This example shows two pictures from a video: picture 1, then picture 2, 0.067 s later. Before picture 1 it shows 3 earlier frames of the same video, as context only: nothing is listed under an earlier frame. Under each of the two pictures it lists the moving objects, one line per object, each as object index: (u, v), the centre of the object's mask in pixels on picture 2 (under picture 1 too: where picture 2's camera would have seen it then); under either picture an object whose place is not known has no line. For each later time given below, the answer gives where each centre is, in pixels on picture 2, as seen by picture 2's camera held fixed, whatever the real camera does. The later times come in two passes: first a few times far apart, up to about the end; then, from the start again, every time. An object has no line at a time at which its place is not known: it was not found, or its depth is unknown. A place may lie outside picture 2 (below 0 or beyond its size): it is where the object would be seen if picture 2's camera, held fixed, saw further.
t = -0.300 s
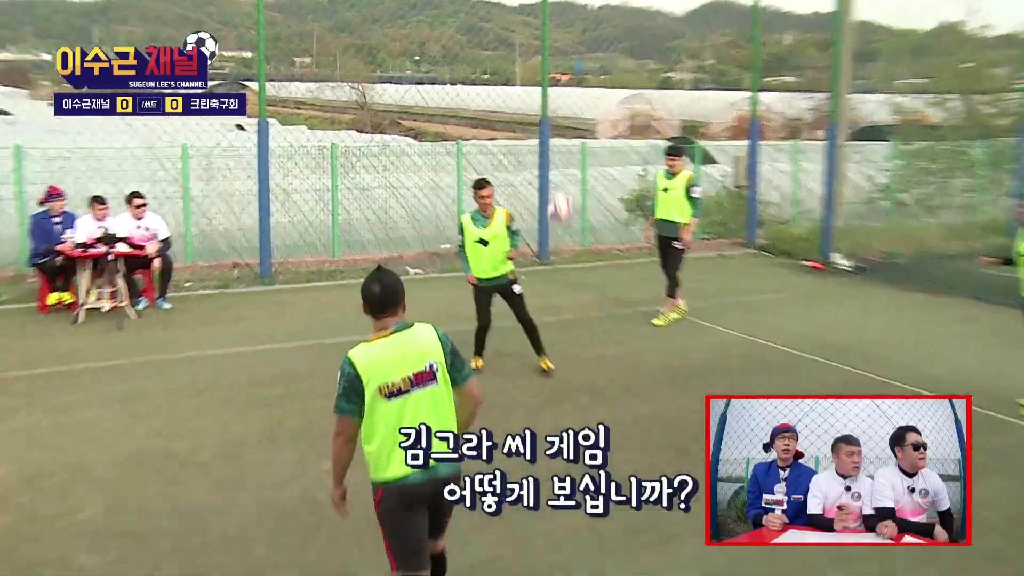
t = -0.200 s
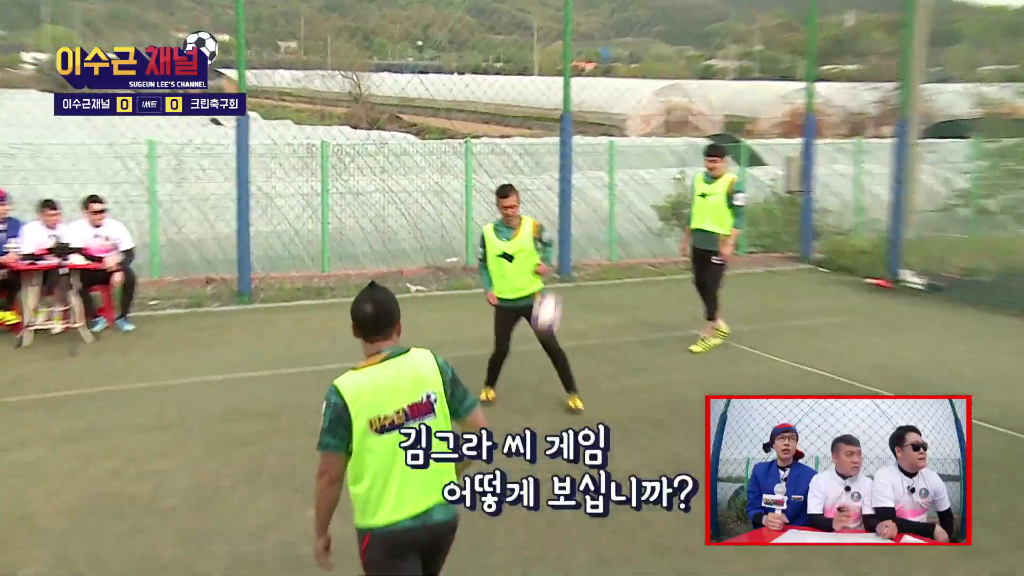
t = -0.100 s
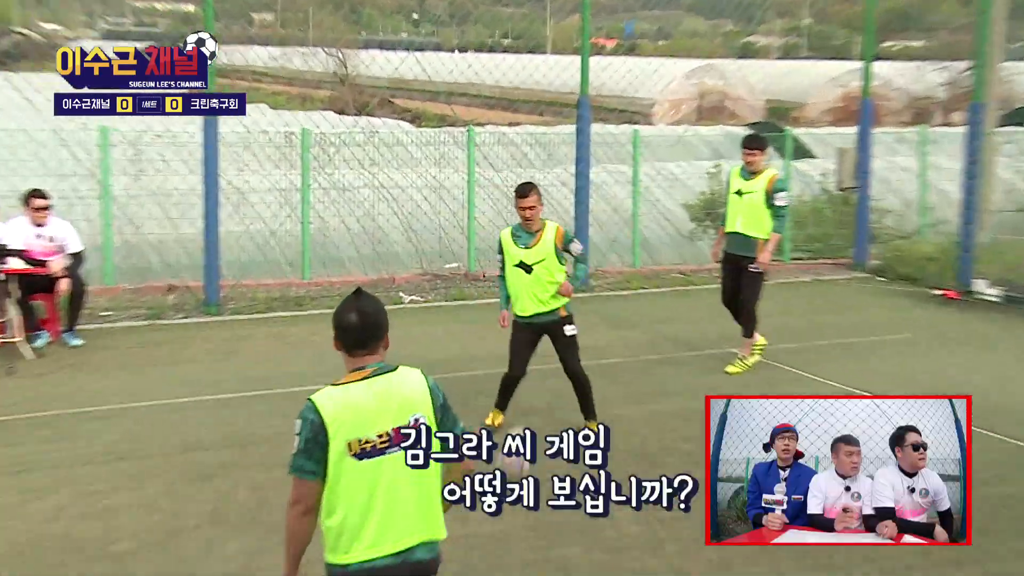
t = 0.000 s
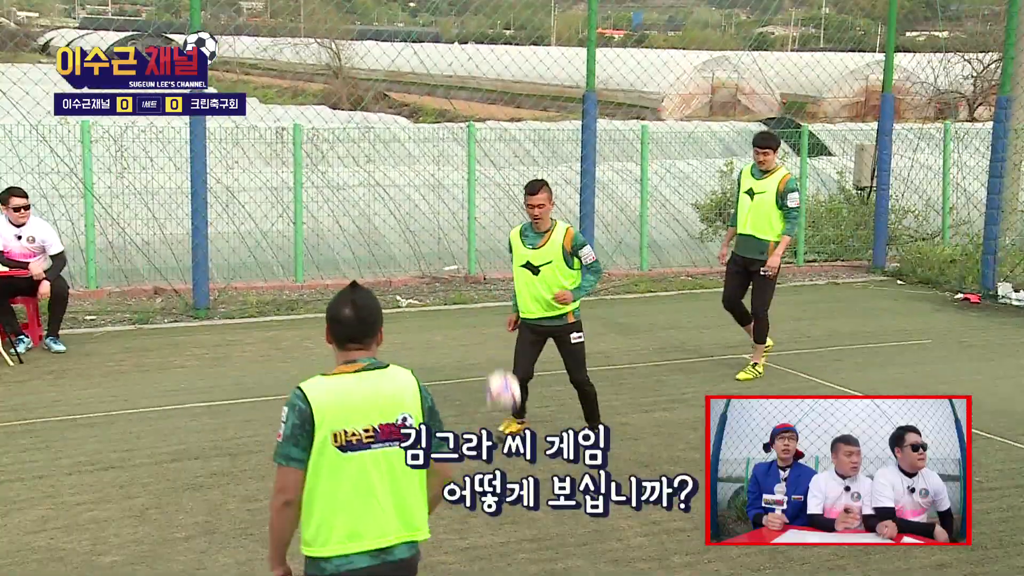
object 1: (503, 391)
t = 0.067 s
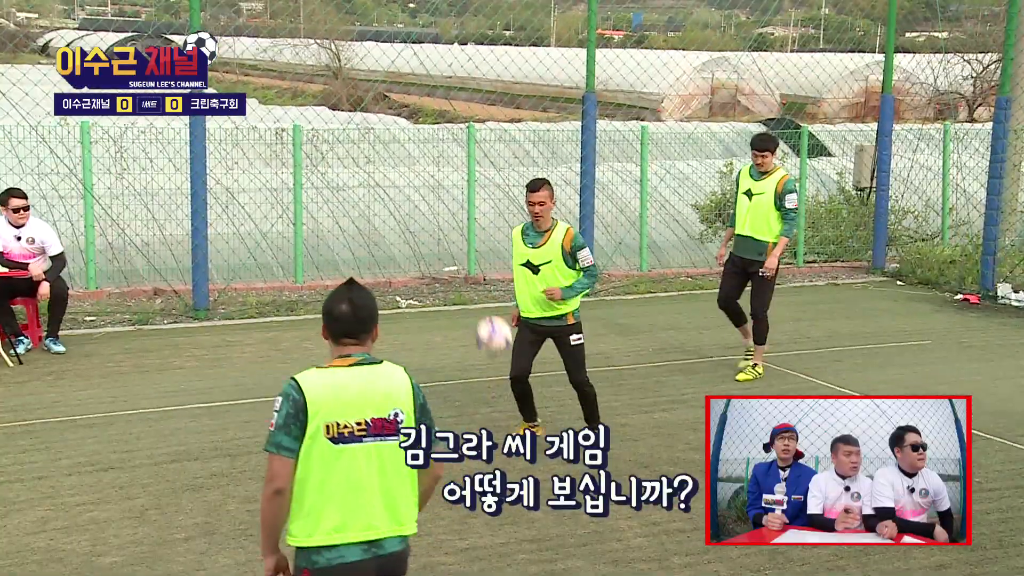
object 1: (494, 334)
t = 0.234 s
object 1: (471, 230)
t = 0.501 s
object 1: (435, 158)
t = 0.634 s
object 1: (415, 168)
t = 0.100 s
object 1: (489, 311)
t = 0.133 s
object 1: (485, 287)
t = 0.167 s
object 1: (480, 266)
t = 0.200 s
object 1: (476, 248)
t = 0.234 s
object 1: (471, 230)
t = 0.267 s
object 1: (466, 215)
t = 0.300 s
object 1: (461, 200)
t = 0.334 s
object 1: (456, 189)
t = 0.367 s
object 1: (452, 179)
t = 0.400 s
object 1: (448, 171)
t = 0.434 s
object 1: (444, 165)
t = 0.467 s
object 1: (439, 161)
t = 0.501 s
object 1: (435, 158)
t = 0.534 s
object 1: (430, 158)
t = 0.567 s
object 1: (426, 159)
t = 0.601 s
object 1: (420, 163)
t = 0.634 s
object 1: (415, 168)
